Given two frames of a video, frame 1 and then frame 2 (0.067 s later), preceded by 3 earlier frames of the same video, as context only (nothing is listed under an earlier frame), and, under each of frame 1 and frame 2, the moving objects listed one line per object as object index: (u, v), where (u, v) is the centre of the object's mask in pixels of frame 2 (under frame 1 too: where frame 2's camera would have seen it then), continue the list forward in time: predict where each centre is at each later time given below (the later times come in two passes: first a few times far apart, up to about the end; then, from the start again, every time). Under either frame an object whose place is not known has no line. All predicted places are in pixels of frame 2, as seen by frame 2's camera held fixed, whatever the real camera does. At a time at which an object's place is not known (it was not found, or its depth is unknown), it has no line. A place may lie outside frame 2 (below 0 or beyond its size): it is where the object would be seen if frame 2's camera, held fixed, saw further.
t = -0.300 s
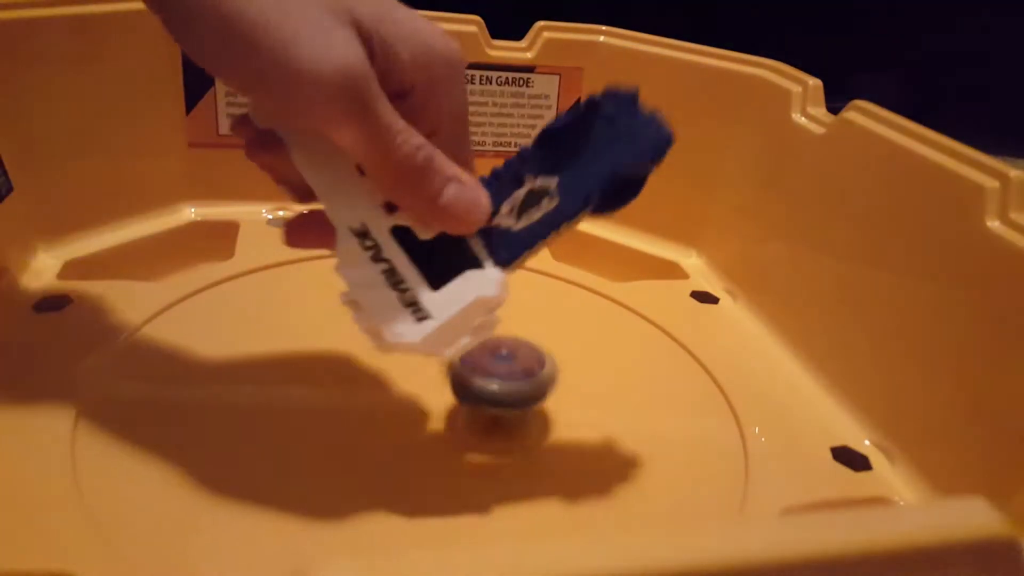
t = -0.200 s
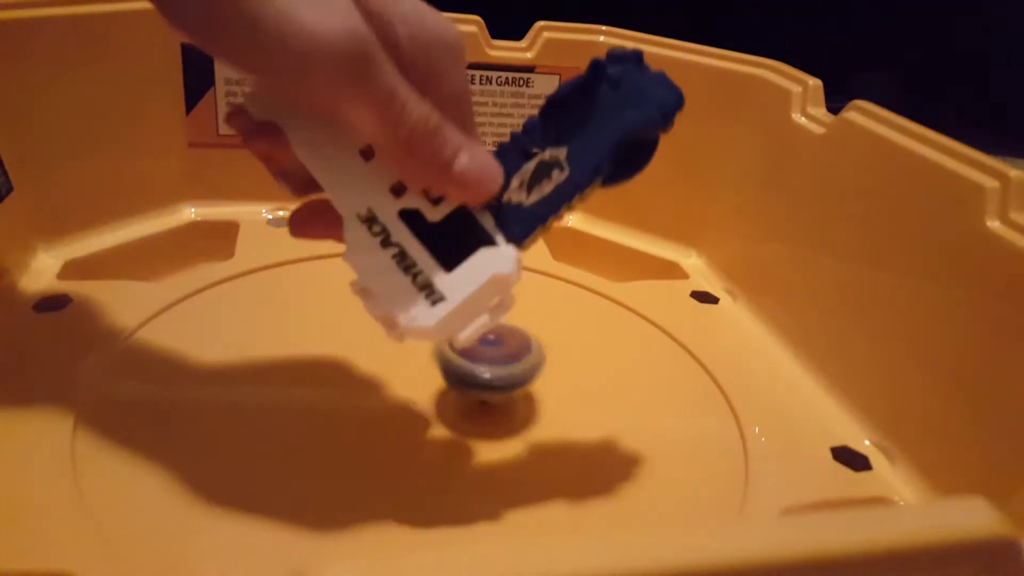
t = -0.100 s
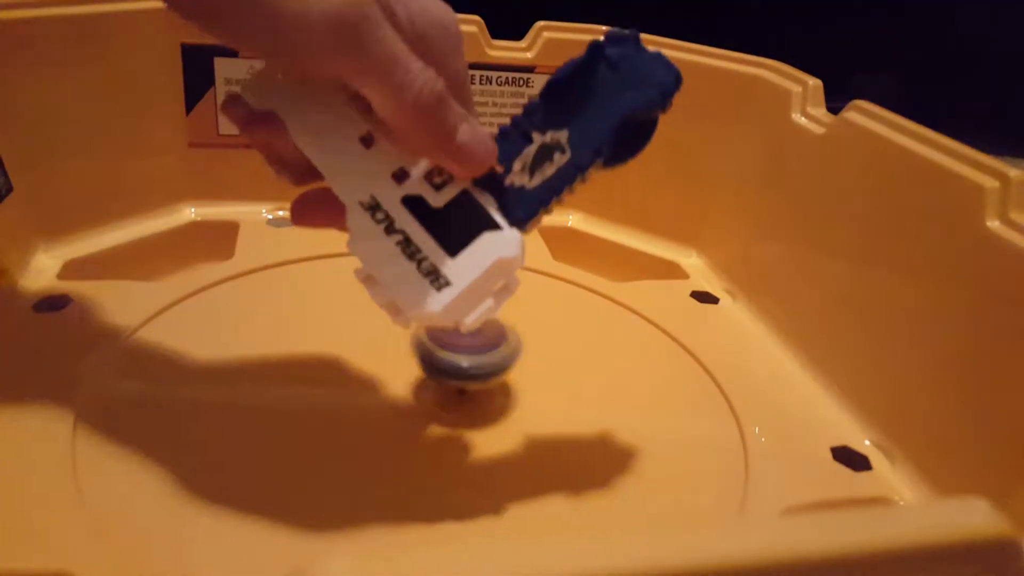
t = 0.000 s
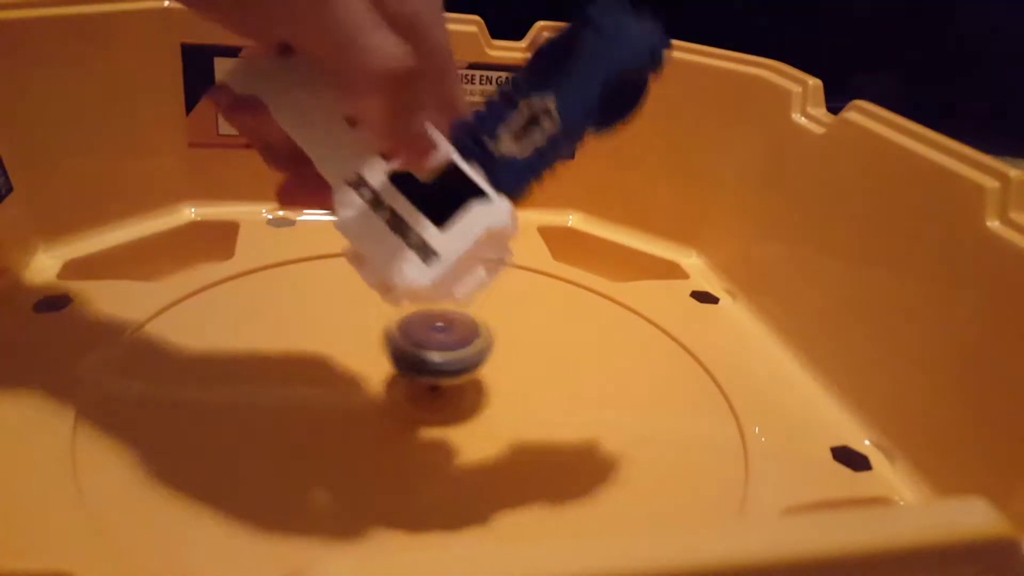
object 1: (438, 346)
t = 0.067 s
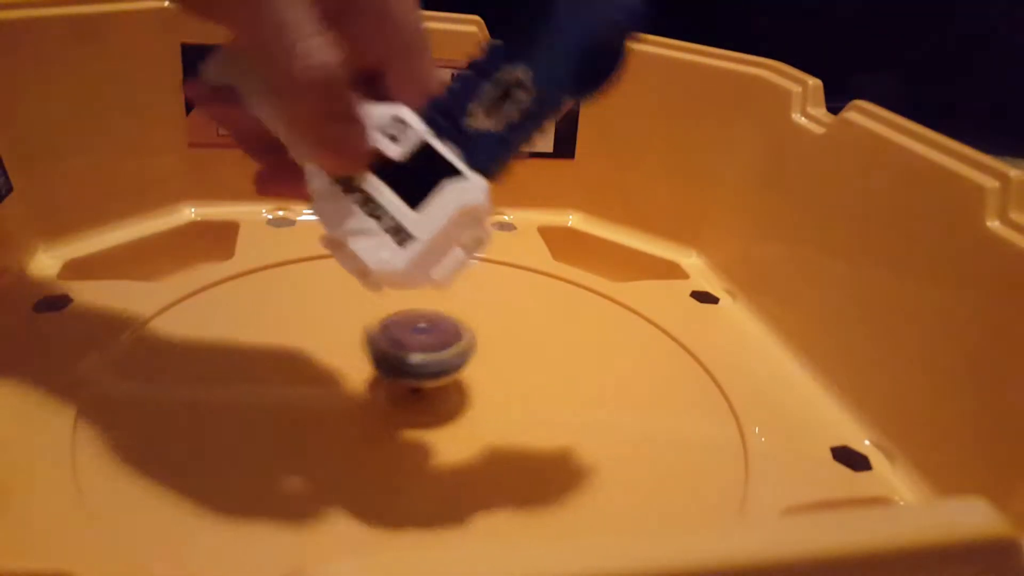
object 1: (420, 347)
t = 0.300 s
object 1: (370, 373)
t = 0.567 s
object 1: (398, 415)
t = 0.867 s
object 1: (483, 402)
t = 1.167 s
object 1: (472, 353)
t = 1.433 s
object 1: (405, 349)
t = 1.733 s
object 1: (377, 392)
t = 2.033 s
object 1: (453, 419)
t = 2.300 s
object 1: (489, 382)
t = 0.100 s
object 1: (411, 349)
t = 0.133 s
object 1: (402, 352)
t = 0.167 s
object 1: (394, 354)
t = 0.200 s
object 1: (386, 358)
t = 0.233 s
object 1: (380, 362)
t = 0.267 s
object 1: (375, 367)
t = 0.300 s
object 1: (370, 373)
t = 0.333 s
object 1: (368, 378)
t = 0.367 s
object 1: (367, 384)
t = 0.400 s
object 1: (367, 390)
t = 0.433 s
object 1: (370, 396)
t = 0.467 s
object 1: (374, 402)
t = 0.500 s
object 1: (380, 407)
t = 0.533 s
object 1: (388, 412)
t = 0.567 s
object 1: (398, 415)
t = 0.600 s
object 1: (407, 418)
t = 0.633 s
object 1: (419, 420)
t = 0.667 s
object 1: (430, 420)
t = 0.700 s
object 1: (441, 419)
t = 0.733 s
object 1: (450, 417)
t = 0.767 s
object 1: (460, 414)
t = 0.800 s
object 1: (468, 410)
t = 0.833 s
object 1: (476, 406)
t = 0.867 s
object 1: (483, 402)
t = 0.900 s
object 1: (488, 396)
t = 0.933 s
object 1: (491, 391)
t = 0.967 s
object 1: (492, 385)
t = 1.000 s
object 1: (492, 378)
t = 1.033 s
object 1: (492, 373)
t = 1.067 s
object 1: (488, 368)
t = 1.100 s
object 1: (484, 362)
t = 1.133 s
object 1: (479, 358)
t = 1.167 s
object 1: (472, 353)
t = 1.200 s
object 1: (465, 350)
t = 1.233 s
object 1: (457, 347)
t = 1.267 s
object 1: (449, 345)
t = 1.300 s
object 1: (440, 345)
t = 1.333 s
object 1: (431, 344)
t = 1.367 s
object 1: (421, 345)
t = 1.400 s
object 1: (413, 347)
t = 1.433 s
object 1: (405, 349)
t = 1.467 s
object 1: (396, 353)
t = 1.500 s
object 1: (391, 356)
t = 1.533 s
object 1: (385, 360)
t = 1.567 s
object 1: (380, 365)
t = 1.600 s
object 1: (377, 370)
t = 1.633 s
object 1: (374, 375)
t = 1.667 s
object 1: (374, 381)
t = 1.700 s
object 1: (375, 386)
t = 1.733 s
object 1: (377, 392)
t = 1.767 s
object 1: (382, 398)
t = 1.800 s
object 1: (387, 405)
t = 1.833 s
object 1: (394, 410)
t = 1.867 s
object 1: (402, 414)
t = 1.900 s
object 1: (413, 416)
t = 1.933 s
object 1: (422, 418)
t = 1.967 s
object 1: (433, 419)
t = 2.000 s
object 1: (443, 420)
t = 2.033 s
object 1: (453, 419)
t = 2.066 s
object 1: (463, 416)
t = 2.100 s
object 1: (470, 413)
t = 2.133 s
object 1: (477, 409)
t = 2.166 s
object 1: (482, 404)
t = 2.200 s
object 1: (487, 398)
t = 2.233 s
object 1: (489, 393)
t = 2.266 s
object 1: (489, 387)
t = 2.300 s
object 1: (489, 382)
